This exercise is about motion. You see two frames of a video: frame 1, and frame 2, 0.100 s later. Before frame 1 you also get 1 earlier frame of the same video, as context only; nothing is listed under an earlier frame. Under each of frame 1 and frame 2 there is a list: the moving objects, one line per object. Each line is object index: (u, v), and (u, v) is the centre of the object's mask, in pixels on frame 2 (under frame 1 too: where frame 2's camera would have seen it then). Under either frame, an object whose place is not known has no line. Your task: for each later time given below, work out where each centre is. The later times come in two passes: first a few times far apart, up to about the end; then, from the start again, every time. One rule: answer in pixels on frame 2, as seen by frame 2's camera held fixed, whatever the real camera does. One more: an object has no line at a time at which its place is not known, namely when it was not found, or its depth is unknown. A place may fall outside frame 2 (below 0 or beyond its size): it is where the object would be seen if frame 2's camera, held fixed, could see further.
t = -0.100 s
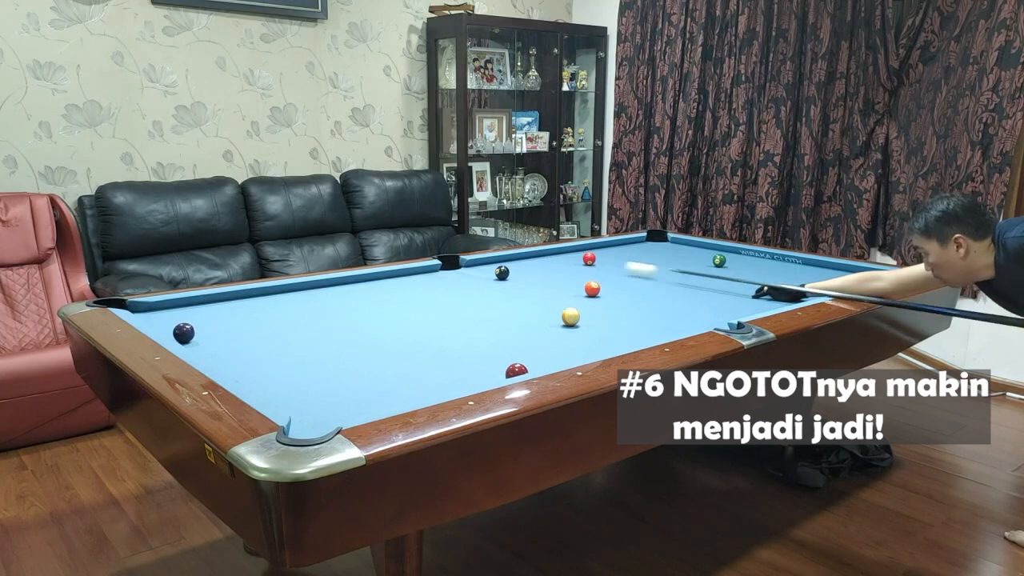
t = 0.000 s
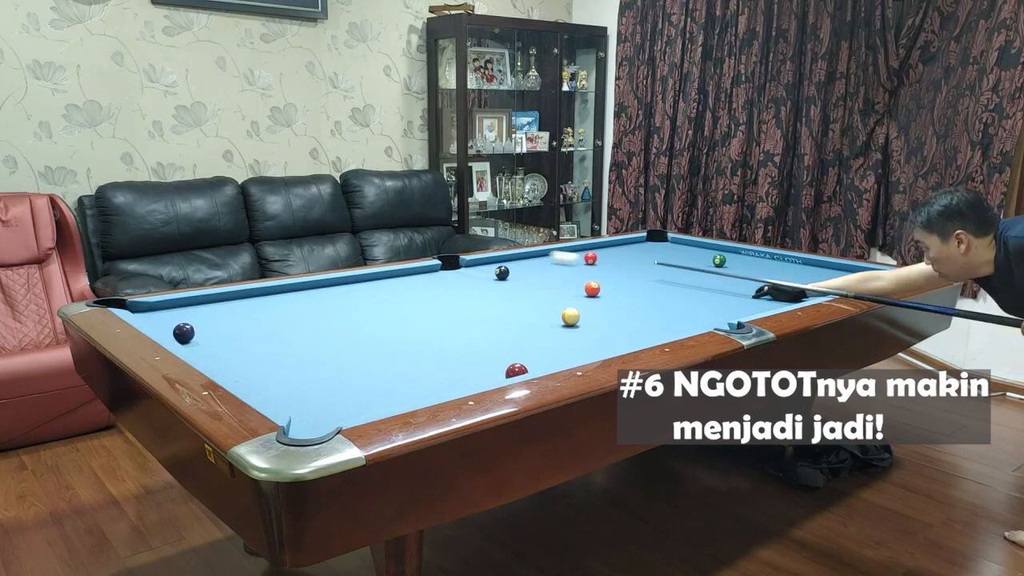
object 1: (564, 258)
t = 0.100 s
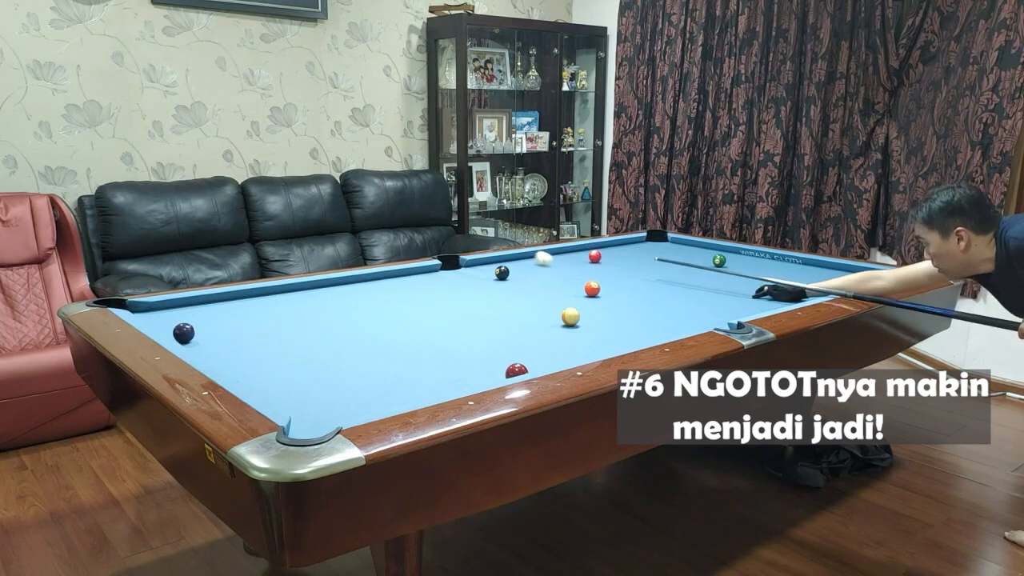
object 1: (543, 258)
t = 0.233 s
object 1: (578, 272)
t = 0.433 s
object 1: (627, 293)
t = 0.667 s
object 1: (700, 321)
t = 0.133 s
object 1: (552, 261)
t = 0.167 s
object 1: (561, 265)
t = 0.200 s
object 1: (569, 268)
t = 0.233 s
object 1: (578, 272)
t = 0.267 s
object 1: (586, 274)
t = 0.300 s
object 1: (594, 276)
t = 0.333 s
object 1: (603, 281)
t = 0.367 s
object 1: (610, 285)
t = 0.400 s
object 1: (618, 288)
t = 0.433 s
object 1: (627, 293)
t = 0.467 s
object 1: (637, 296)
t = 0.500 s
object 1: (646, 300)
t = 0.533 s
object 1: (656, 305)
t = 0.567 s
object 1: (667, 309)
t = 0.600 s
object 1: (677, 314)
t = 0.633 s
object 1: (688, 318)
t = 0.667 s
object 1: (700, 321)
